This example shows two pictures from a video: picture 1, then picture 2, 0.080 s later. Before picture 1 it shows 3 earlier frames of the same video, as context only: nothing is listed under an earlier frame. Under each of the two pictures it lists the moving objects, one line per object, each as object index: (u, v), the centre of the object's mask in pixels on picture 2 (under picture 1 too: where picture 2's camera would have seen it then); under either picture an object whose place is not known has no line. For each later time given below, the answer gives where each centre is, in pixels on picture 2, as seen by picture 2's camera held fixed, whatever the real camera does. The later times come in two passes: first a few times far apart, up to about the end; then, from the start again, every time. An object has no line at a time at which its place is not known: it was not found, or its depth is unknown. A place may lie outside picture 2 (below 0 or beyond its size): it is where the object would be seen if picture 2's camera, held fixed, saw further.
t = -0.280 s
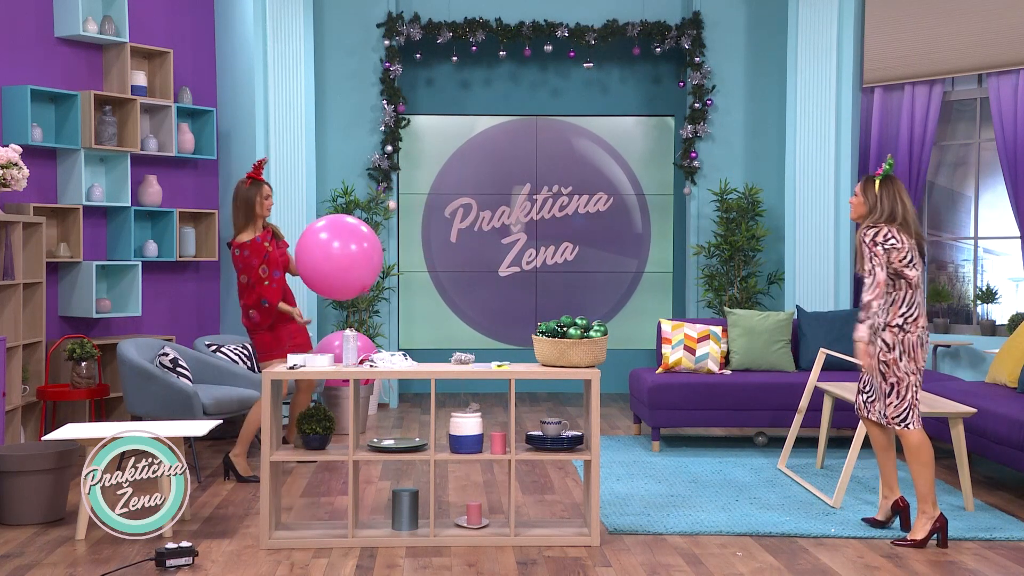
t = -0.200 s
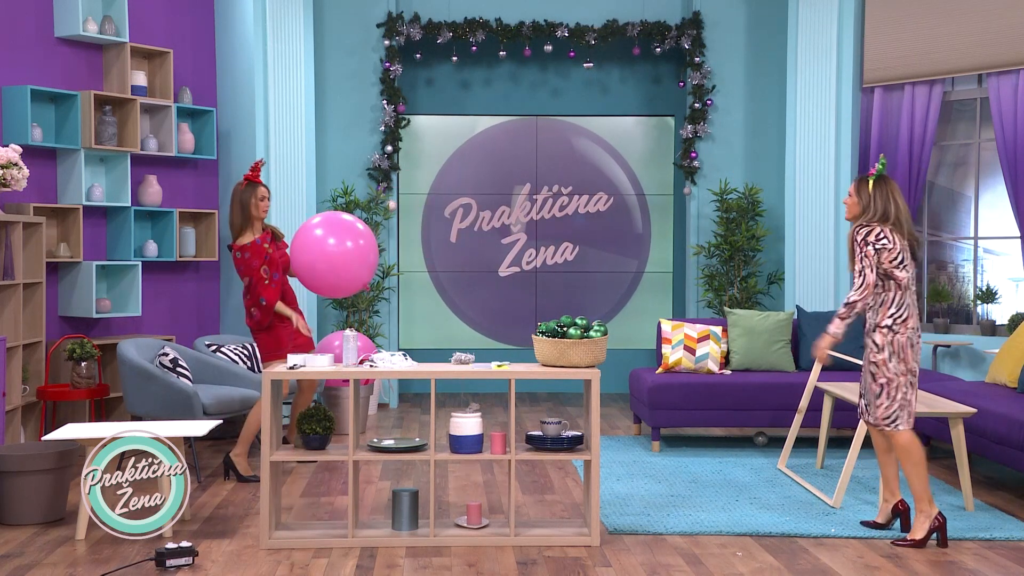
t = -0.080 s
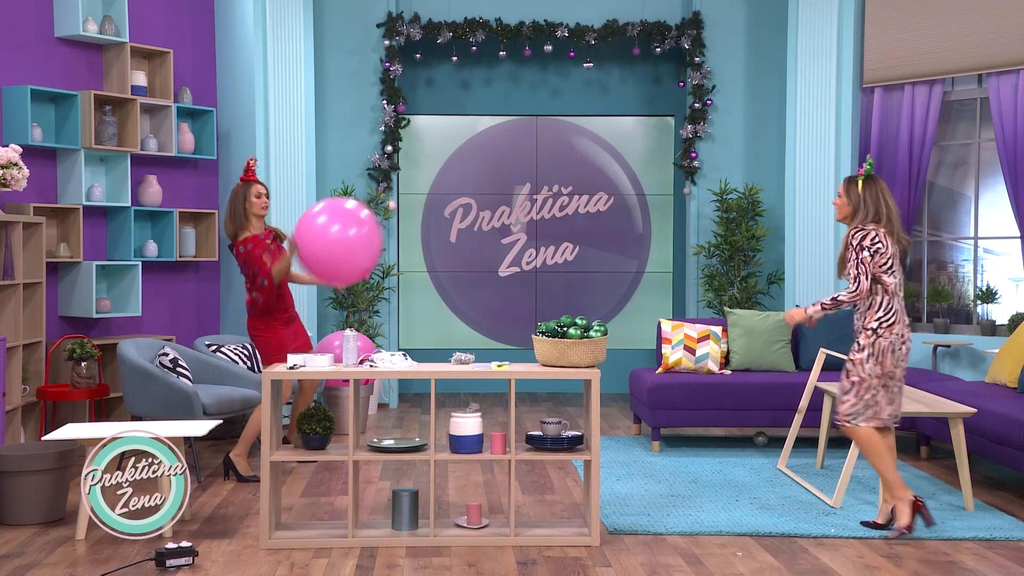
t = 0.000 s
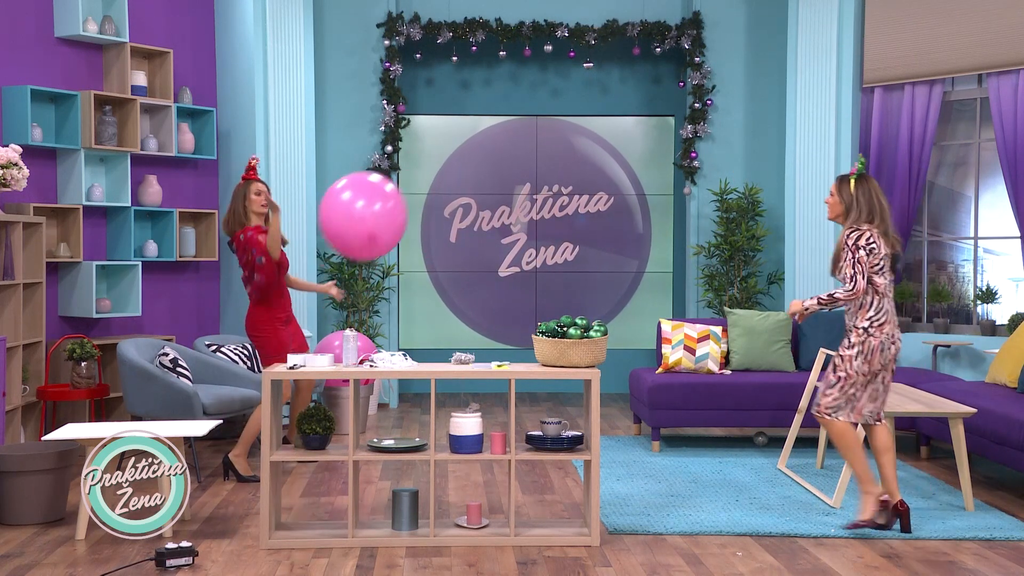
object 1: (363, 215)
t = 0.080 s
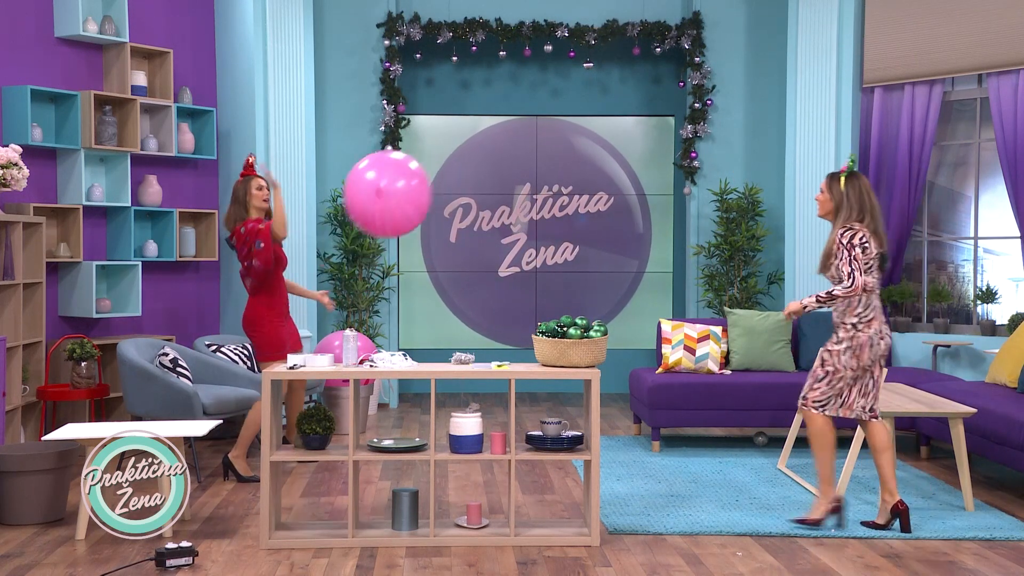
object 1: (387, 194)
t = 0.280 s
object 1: (446, 155)
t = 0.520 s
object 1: (507, 141)
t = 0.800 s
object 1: (562, 155)
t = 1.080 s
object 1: (602, 193)
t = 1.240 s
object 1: (620, 223)
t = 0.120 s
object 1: (399, 184)
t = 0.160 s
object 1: (411, 175)
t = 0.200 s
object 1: (423, 167)
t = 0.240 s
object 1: (435, 161)
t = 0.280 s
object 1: (446, 155)
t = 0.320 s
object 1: (457, 151)
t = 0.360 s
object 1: (468, 147)
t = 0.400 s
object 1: (478, 144)
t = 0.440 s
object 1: (489, 142)
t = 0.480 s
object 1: (498, 141)
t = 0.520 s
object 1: (507, 141)
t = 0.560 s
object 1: (517, 141)
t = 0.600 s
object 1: (525, 142)
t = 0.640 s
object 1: (533, 144)
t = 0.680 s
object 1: (541, 146)
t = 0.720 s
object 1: (548, 149)
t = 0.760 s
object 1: (555, 152)
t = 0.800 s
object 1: (562, 155)
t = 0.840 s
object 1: (568, 160)
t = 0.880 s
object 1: (575, 164)
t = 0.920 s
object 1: (581, 169)
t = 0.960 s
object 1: (587, 175)
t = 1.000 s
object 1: (592, 180)
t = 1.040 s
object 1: (598, 186)
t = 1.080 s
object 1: (602, 193)
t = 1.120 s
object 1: (607, 199)
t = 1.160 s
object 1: (612, 207)
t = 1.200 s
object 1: (616, 215)
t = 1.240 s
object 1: (620, 223)
